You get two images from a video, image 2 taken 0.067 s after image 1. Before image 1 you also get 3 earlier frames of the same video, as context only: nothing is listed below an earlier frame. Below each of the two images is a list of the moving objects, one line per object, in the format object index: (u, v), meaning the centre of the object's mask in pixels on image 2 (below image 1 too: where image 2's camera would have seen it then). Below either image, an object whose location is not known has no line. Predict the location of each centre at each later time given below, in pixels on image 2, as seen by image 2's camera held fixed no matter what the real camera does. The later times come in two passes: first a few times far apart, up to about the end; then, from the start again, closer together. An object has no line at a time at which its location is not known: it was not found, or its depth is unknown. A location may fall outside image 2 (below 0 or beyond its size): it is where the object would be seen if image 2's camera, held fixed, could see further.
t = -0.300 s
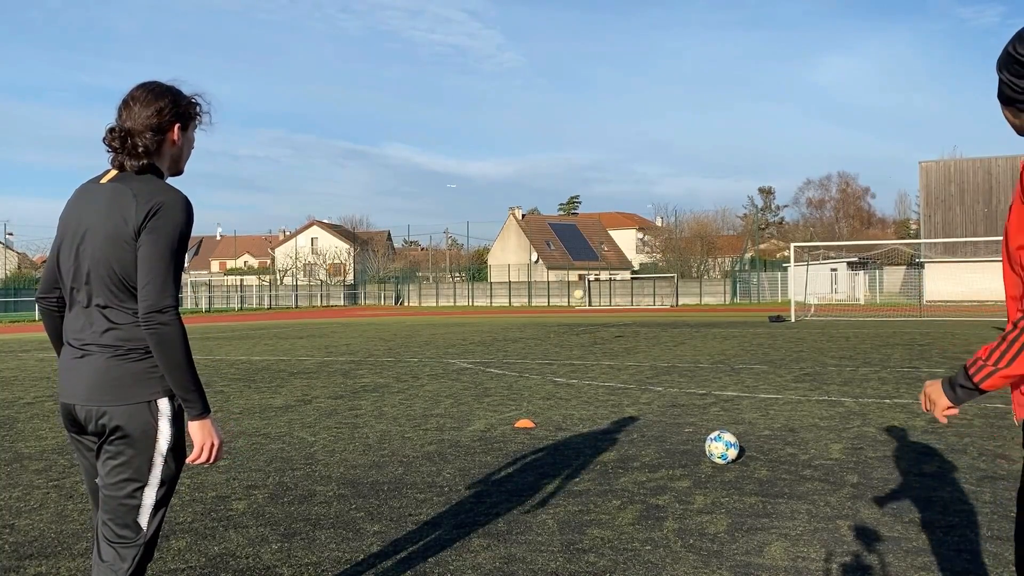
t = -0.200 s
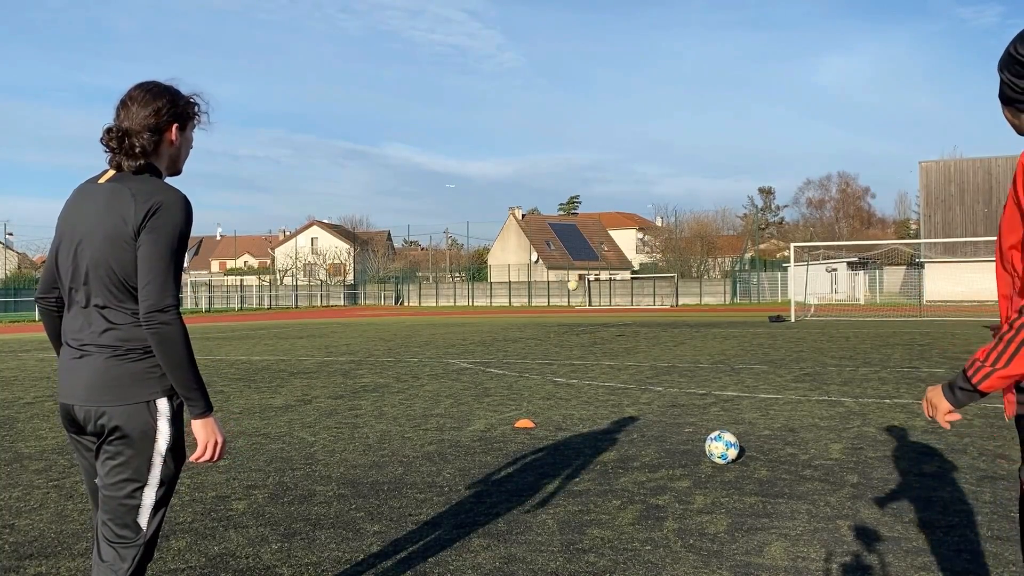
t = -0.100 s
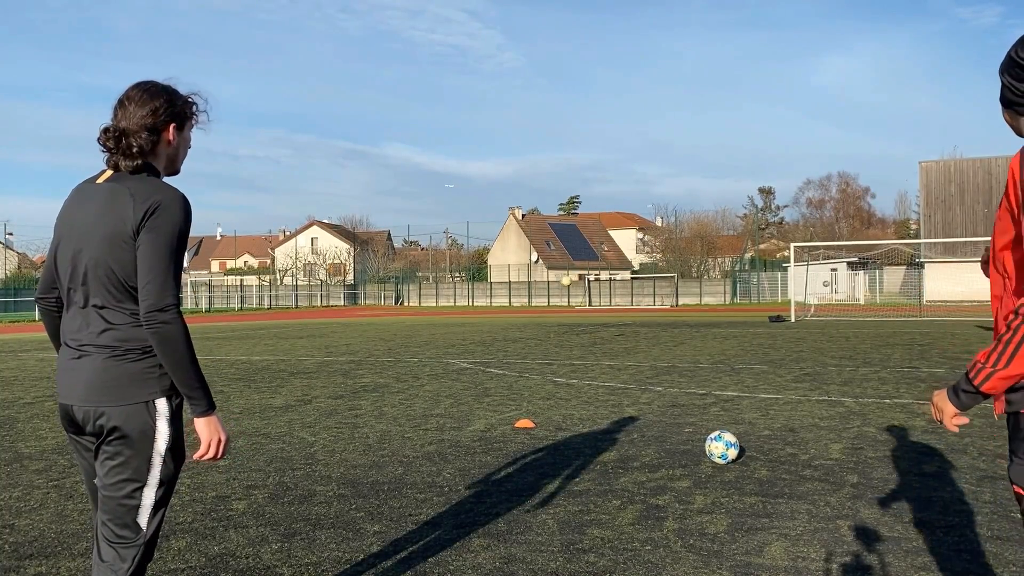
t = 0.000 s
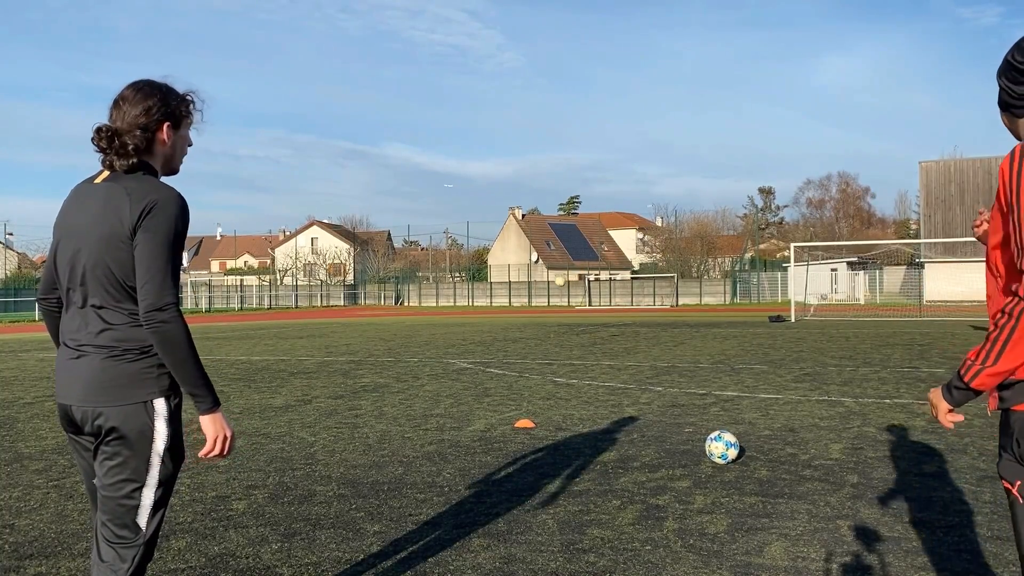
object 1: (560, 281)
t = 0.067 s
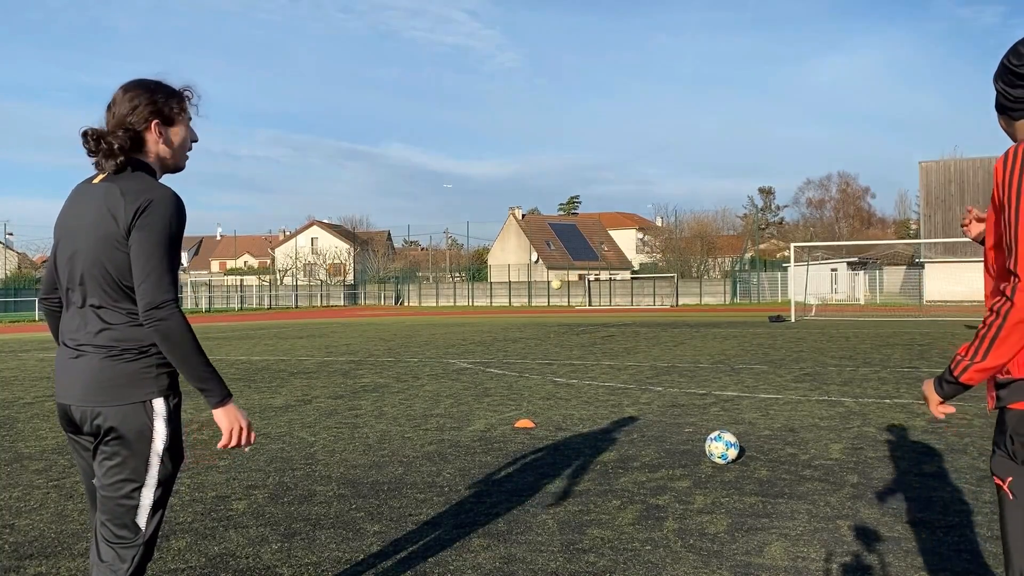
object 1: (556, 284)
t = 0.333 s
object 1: (540, 316)
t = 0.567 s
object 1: (525, 330)
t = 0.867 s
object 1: (505, 314)
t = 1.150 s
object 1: (486, 340)
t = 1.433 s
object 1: (469, 333)
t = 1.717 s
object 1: (453, 348)
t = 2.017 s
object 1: (435, 350)
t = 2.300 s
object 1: (417, 351)
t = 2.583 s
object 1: (400, 353)
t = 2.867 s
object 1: (384, 354)
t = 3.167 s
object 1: (368, 355)
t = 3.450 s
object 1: (354, 356)
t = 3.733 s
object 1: (342, 357)
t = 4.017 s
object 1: (330, 358)
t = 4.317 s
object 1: (319, 359)
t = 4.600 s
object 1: (311, 360)
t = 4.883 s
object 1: (304, 360)
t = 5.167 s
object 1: (299, 361)
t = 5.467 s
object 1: (295, 361)
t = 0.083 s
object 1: (555, 285)
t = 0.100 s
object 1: (554, 286)
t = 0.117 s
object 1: (552, 287)
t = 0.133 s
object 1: (552, 289)
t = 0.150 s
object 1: (551, 290)
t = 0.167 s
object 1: (550, 292)
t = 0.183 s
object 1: (549, 294)
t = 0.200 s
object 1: (548, 296)
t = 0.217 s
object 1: (547, 298)
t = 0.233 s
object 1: (546, 300)
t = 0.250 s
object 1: (545, 302)
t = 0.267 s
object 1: (544, 305)
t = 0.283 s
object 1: (543, 307)
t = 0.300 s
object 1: (542, 310)
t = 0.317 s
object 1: (541, 313)
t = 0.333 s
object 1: (540, 316)
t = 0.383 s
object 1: (537, 326)
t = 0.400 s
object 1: (536, 330)
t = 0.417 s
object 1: (535, 333)
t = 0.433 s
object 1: (534, 337)
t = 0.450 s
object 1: (533, 341)
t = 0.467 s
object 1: (532, 344)
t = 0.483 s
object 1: (531, 342)
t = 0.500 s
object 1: (530, 339)
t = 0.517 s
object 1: (529, 337)
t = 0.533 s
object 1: (528, 334)
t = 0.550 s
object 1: (526, 332)
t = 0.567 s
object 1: (525, 330)
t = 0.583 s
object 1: (524, 328)
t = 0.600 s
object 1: (523, 326)
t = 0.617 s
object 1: (522, 324)
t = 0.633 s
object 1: (520, 322)
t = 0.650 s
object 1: (519, 321)
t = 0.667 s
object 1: (518, 320)
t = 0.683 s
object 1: (517, 318)
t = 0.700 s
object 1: (516, 317)
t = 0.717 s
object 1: (515, 316)
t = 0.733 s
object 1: (514, 315)
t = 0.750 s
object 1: (513, 315)
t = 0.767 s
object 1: (511, 314)
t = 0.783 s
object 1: (510, 314)
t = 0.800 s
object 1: (509, 313)
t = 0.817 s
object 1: (508, 313)
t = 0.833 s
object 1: (507, 313)
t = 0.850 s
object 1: (506, 314)
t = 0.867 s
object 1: (505, 314)
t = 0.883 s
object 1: (503, 314)
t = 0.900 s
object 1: (502, 315)
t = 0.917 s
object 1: (501, 315)
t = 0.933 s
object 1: (500, 316)
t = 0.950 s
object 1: (499, 317)
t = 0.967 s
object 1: (498, 318)
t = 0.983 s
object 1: (497, 320)
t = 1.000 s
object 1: (496, 321)
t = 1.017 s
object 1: (495, 322)
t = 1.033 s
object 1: (494, 324)
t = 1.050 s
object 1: (493, 326)
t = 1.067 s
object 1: (492, 328)
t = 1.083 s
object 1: (490, 330)
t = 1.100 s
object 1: (489, 332)
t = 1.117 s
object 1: (488, 335)
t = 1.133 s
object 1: (487, 337)
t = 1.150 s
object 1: (486, 340)
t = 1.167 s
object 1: (485, 343)
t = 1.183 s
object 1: (484, 346)
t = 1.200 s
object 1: (483, 347)
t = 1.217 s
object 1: (482, 346)
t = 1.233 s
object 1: (481, 344)
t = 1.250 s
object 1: (480, 343)
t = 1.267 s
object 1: (479, 341)
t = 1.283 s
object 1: (478, 339)
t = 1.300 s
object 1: (477, 338)
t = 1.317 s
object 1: (476, 337)
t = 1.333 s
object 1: (475, 336)
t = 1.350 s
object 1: (474, 335)
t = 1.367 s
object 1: (473, 335)
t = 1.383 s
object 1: (472, 334)
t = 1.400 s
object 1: (471, 334)
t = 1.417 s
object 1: (470, 333)
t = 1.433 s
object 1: (469, 333)
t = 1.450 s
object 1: (468, 333)
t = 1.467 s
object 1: (467, 333)
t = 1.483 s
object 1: (466, 334)
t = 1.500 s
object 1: (466, 334)
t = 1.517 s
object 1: (464, 334)
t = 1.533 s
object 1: (463, 335)
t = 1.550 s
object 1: (463, 336)
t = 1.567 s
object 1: (462, 337)
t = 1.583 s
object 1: (461, 338)
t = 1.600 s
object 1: (460, 339)
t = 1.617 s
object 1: (459, 341)
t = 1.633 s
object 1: (458, 342)
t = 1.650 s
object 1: (457, 344)
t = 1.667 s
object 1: (456, 346)
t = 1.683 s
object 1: (455, 348)
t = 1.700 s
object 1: (454, 349)
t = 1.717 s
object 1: (453, 348)
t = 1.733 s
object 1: (452, 347)
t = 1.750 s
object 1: (451, 347)
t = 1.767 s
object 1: (450, 346)
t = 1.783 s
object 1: (449, 345)
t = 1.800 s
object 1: (448, 344)
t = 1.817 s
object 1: (447, 344)
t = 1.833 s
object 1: (446, 343)
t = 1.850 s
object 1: (445, 343)
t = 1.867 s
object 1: (444, 343)
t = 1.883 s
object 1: (443, 343)
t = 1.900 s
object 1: (442, 343)
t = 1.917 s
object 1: (441, 344)
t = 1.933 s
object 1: (440, 344)
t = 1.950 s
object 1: (439, 345)
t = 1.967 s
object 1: (438, 346)
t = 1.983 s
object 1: (437, 347)
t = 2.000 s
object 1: (436, 348)
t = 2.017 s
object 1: (435, 350)
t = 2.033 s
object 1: (434, 351)
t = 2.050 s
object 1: (433, 351)
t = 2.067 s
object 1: (432, 350)
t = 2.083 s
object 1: (431, 349)
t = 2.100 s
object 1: (430, 349)
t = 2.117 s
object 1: (429, 348)
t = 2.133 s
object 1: (428, 348)
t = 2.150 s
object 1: (427, 348)
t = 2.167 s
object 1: (426, 348)
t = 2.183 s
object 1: (425, 349)
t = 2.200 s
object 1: (424, 349)
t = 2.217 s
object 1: (423, 350)
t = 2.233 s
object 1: (422, 351)
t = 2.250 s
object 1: (420, 351)
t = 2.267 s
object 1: (419, 352)
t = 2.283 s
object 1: (418, 352)
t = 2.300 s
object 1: (417, 351)
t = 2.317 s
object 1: (416, 351)
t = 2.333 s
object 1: (415, 351)
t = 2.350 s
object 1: (414, 351)
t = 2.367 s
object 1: (413, 351)
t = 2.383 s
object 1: (412, 352)
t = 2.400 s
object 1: (411, 352)
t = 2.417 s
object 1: (410, 352)
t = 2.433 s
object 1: (409, 352)
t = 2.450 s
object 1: (409, 352)
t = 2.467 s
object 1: (407, 352)
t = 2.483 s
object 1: (406, 352)
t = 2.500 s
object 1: (405, 353)
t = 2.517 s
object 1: (404, 353)
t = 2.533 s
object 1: (404, 353)
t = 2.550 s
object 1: (402, 352)
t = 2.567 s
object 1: (401, 353)
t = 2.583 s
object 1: (400, 353)
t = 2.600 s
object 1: (400, 353)
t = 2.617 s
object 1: (399, 353)
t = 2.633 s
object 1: (397, 353)
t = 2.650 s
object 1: (397, 353)
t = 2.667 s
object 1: (396, 353)
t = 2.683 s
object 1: (395, 353)
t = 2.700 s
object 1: (394, 353)
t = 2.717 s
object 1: (393, 353)
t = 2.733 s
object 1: (392, 353)
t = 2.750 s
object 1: (390, 353)
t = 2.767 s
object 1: (390, 353)
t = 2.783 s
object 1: (389, 354)
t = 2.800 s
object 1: (388, 354)
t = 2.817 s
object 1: (387, 354)
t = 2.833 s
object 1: (386, 354)
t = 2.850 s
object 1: (385, 354)
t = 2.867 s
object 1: (384, 354)
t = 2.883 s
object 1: (383, 354)
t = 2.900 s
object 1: (382, 354)
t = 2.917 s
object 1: (381, 355)
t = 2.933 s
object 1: (380, 354)
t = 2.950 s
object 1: (379, 355)
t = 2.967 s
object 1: (379, 355)
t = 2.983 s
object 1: (378, 355)
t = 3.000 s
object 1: (377, 355)
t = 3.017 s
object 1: (376, 355)
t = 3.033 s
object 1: (375, 355)
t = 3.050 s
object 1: (374, 355)
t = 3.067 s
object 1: (373, 355)
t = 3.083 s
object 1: (373, 355)
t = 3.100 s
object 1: (372, 355)
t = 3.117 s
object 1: (371, 355)
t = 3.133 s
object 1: (370, 355)
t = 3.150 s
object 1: (369, 355)
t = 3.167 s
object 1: (368, 355)
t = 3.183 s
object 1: (368, 355)
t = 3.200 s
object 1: (366, 355)
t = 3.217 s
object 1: (366, 356)
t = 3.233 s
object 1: (365, 356)
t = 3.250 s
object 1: (364, 356)
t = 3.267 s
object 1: (363, 356)
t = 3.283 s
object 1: (362, 356)
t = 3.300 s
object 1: (361, 356)
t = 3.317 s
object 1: (360, 356)
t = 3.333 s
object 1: (360, 356)
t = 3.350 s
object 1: (359, 356)
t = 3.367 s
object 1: (358, 356)
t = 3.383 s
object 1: (357, 356)
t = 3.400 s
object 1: (357, 356)
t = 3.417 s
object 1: (356, 356)
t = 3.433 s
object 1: (355, 356)
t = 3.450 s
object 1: (354, 356)
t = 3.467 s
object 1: (353, 356)
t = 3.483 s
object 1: (353, 357)
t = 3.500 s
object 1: (352, 357)
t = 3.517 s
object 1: (351, 357)
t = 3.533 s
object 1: (350, 357)
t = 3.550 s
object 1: (350, 357)
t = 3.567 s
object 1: (349, 357)
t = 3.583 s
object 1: (348, 357)
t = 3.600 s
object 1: (347, 357)
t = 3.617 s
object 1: (347, 357)
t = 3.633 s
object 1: (346, 357)
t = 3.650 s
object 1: (345, 357)
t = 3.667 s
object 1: (345, 357)
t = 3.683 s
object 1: (344, 357)
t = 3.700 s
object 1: (343, 357)
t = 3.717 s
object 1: (343, 357)
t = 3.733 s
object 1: (342, 357)
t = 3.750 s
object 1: (341, 357)
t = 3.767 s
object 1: (340, 358)
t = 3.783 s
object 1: (340, 358)
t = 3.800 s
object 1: (339, 358)
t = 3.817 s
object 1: (339, 358)
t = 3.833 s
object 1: (338, 358)
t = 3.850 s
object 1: (337, 358)
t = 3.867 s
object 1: (336, 358)
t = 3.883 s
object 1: (335, 358)
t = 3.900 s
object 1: (335, 358)
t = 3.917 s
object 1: (335, 358)
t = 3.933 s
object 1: (334, 358)
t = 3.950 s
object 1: (333, 358)
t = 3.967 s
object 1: (333, 358)
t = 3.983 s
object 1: (332, 358)
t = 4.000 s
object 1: (331, 358)
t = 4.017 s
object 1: (330, 358)
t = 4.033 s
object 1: (330, 359)
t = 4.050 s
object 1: (329, 359)
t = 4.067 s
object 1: (329, 359)
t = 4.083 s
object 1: (328, 359)
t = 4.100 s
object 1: (328, 359)
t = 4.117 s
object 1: (327, 359)
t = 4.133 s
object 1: (326, 359)
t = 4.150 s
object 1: (326, 359)
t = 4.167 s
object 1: (325, 359)
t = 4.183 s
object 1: (324, 359)
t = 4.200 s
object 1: (324, 359)
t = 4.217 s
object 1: (323, 359)
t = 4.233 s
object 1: (323, 359)
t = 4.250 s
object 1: (322, 359)
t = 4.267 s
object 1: (321, 359)
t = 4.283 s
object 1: (321, 359)
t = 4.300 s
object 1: (320, 359)
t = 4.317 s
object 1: (319, 359)
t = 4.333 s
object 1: (319, 359)
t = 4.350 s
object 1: (319, 359)
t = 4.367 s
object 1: (318, 359)
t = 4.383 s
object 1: (317, 359)
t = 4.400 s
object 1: (317, 360)
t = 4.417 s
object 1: (316, 360)
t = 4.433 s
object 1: (316, 360)
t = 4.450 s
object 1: (315, 360)
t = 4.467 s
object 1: (315, 360)
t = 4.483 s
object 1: (314, 360)
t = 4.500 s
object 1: (314, 360)
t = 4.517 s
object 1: (313, 360)
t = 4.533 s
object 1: (313, 360)
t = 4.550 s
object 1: (312, 360)
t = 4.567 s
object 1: (312, 360)
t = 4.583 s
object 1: (311, 360)
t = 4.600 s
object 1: (311, 360)
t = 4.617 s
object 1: (310, 360)
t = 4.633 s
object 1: (310, 360)
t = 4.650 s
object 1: (309, 360)
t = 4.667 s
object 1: (309, 360)
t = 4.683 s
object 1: (309, 360)
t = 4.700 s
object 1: (308, 360)
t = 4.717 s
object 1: (308, 360)
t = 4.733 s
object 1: (307, 360)
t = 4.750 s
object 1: (307, 360)
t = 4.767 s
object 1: (306, 360)
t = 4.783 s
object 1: (306, 360)
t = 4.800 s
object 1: (306, 360)
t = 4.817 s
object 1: (305, 360)
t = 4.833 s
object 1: (305, 360)
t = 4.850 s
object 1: (305, 360)
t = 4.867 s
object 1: (304, 360)
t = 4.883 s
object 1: (304, 360)
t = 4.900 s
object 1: (304, 360)
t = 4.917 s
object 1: (303, 360)
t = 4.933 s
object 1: (303, 360)
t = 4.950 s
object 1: (303, 360)
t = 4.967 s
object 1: (302, 360)
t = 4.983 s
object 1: (302, 360)
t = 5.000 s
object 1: (302, 360)
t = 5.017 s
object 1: (302, 360)
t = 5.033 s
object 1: (301, 360)
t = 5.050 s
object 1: (301, 360)
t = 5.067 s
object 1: (301, 360)
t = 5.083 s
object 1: (301, 360)
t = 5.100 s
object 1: (301, 360)
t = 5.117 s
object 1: (300, 360)
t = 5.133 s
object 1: (300, 360)
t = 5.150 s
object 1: (300, 361)
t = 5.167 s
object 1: (299, 361)
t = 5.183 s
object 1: (299, 361)
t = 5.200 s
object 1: (299, 361)
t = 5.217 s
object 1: (299, 361)
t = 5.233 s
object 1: (298, 361)
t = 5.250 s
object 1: (298, 361)
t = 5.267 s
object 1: (298, 361)
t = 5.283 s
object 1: (298, 361)
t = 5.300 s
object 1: (297, 361)
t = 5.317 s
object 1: (297, 361)
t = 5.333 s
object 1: (297, 361)
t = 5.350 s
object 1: (297, 361)
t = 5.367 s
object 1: (296, 361)
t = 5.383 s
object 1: (296, 361)
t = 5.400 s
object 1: (296, 361)
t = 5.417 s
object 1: (296, 361)
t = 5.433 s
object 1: (296, 361)
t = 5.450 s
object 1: (295, 361)
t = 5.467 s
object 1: (295, 361)
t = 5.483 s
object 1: (295, 361)
